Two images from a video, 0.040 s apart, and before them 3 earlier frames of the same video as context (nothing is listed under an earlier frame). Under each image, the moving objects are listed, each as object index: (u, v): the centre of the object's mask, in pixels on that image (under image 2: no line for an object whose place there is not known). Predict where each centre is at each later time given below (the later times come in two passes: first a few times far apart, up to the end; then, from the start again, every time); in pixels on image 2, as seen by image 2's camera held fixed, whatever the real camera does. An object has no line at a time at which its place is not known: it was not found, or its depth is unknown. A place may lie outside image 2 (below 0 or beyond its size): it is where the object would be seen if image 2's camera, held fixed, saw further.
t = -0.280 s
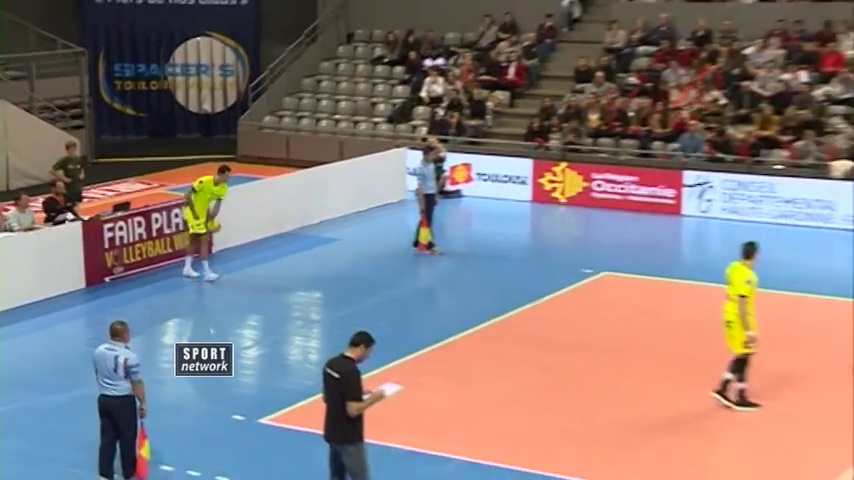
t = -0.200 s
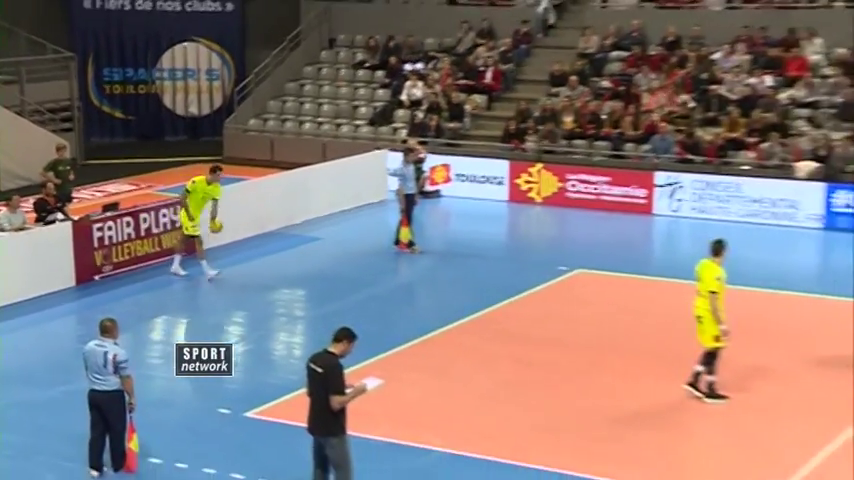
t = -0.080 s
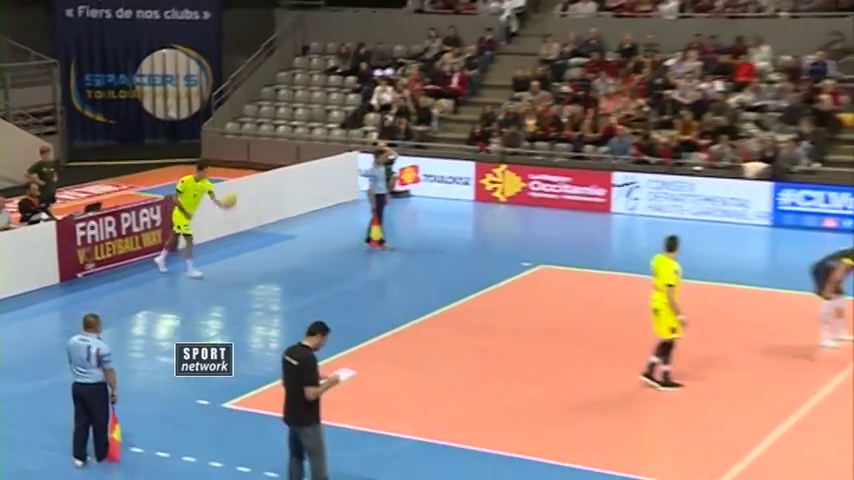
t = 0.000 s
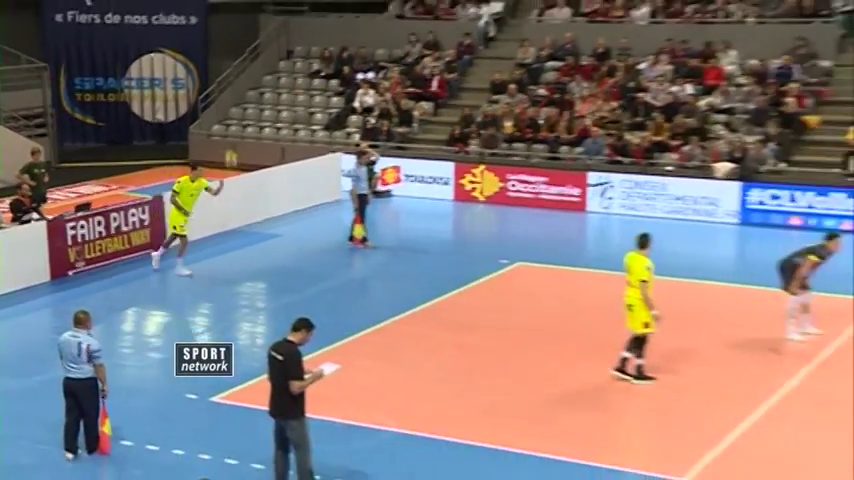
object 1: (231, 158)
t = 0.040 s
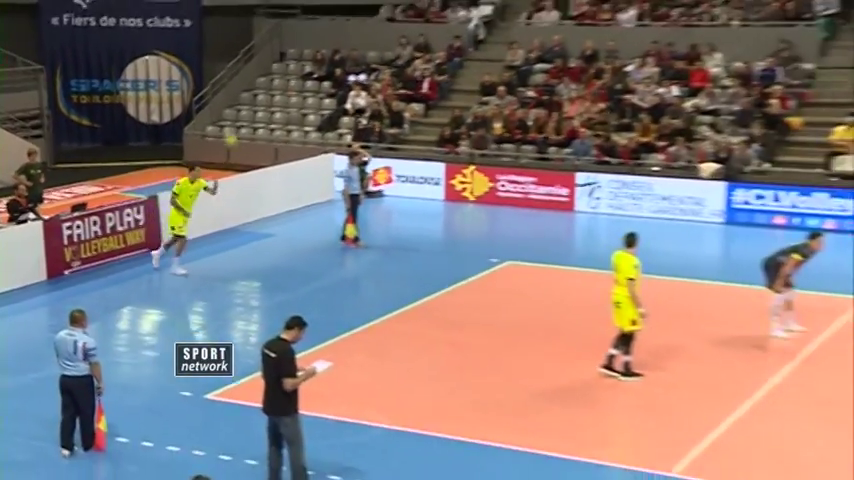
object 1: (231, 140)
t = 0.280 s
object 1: (272, 45)
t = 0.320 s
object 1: (279, 34)
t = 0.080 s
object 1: (237, 119)
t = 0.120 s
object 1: (244, 102)
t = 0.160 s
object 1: (250, 85)
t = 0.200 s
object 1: (258, 71)
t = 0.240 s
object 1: (265, 58)
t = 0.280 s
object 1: (272, 45)
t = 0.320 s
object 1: (279, 34)
